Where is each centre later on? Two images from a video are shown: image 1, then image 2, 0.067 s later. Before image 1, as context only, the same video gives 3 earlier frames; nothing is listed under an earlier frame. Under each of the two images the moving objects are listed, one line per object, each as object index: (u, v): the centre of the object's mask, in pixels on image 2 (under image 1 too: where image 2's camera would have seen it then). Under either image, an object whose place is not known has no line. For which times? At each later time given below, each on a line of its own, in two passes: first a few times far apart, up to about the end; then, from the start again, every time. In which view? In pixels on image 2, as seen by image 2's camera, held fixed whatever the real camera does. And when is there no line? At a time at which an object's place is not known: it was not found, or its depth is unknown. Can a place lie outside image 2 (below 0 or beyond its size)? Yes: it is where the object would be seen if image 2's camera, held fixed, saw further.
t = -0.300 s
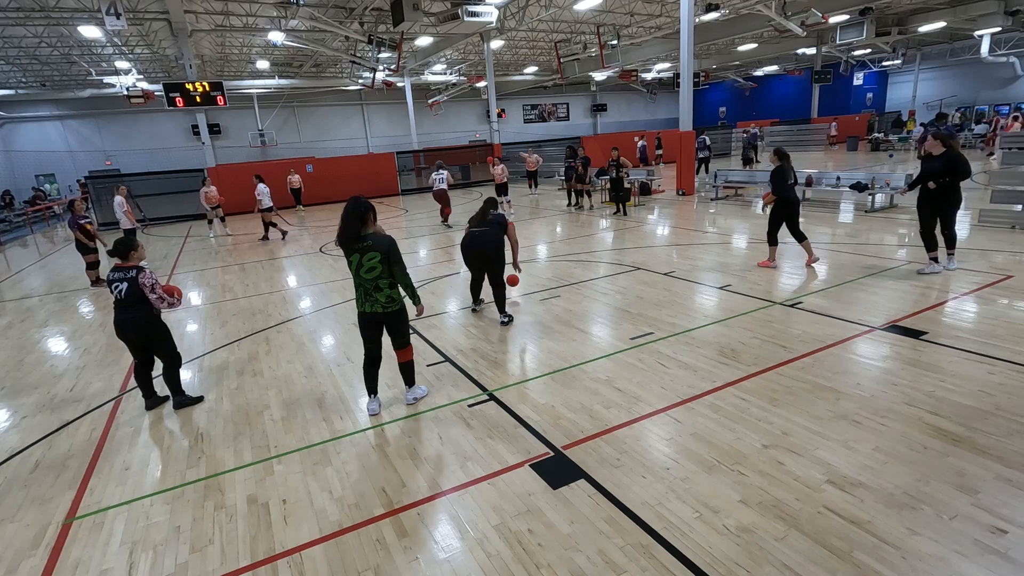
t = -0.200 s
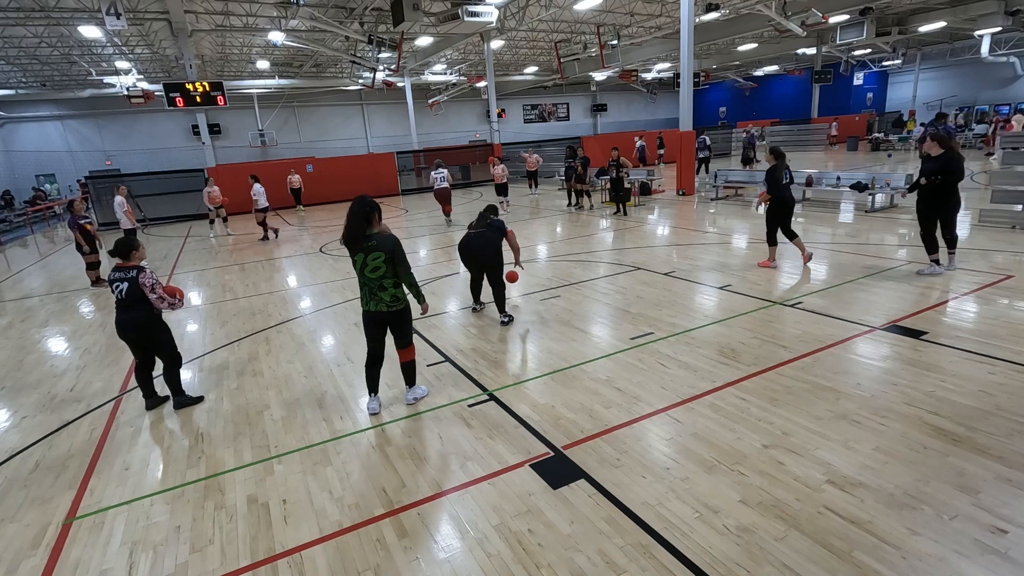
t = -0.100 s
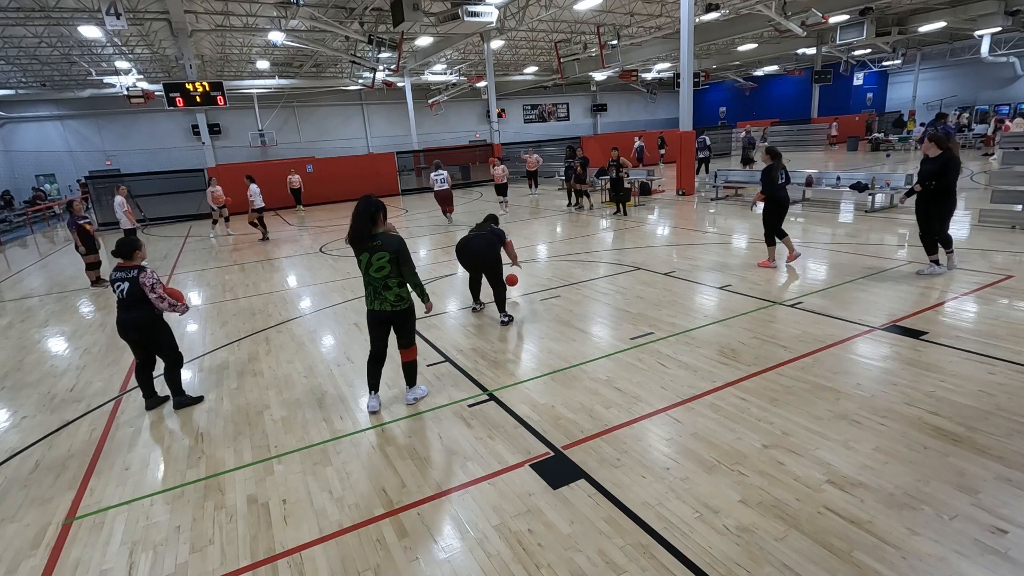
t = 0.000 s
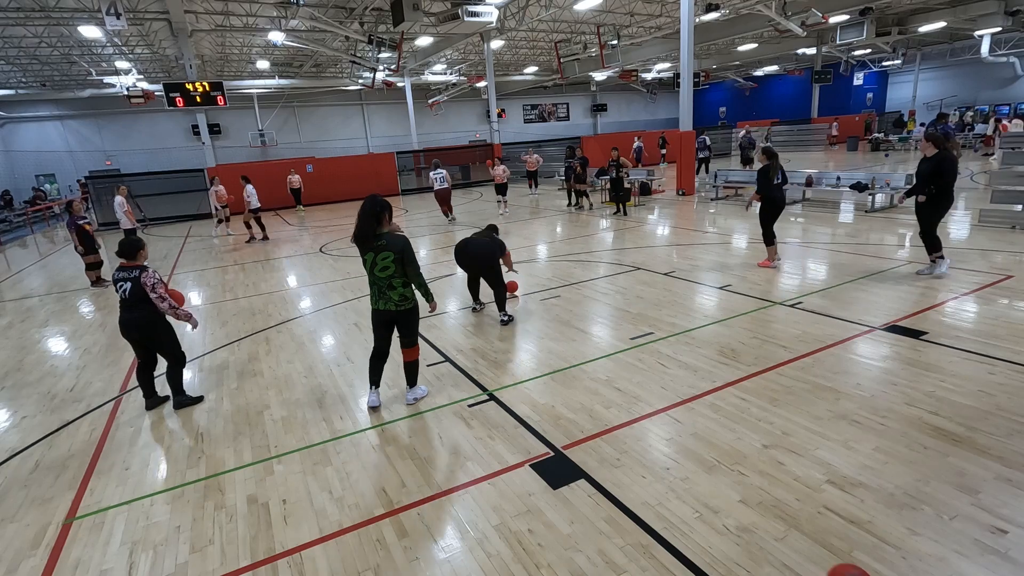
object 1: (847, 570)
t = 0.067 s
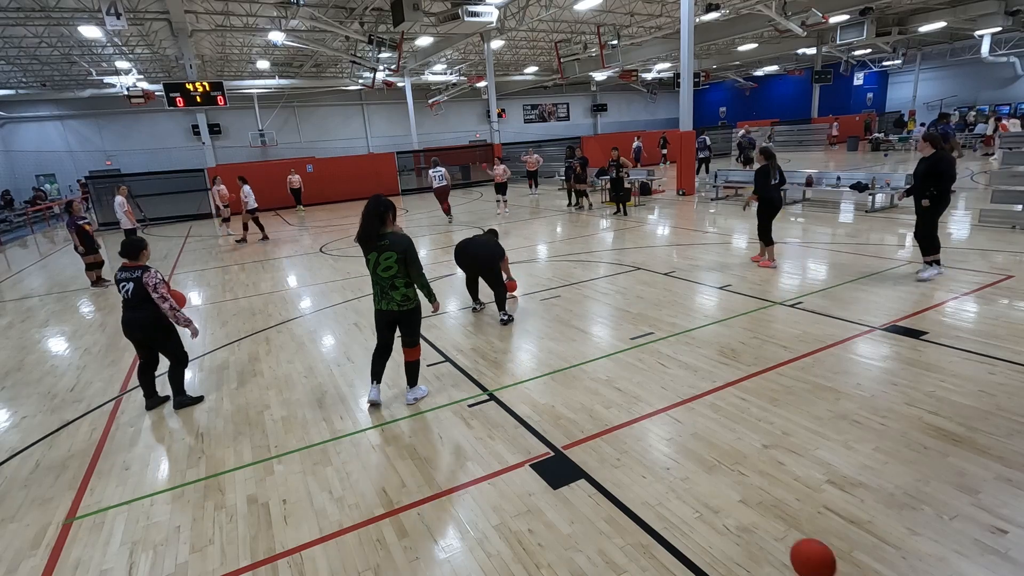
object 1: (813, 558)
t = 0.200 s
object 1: (746, 538)
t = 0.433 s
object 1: (660, 484)
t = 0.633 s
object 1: (606, 451)
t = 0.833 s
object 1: (564, 427)
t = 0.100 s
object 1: (795, 551)
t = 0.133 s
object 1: (778, 544)
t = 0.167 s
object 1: (761, 540)
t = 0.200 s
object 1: (746, 538)
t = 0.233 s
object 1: (732, 525)
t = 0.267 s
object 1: (718, 514)
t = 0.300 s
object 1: (706, 505)
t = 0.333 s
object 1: (693, 498)
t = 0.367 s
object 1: (682, 494)
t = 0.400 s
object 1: (670, 491)
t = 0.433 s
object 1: (660, 484)
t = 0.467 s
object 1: (650, 475)
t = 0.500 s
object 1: (640, 470)
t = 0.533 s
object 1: (631, 465)
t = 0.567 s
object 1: (623, 463)
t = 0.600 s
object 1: (614, 456)
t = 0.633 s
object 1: (606, 451)
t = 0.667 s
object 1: (598, 447)
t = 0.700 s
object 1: (591, 444)
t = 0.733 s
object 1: (583, 438)
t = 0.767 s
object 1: (577, 434)
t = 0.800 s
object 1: (570, 431)
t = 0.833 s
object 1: (564, 427)
